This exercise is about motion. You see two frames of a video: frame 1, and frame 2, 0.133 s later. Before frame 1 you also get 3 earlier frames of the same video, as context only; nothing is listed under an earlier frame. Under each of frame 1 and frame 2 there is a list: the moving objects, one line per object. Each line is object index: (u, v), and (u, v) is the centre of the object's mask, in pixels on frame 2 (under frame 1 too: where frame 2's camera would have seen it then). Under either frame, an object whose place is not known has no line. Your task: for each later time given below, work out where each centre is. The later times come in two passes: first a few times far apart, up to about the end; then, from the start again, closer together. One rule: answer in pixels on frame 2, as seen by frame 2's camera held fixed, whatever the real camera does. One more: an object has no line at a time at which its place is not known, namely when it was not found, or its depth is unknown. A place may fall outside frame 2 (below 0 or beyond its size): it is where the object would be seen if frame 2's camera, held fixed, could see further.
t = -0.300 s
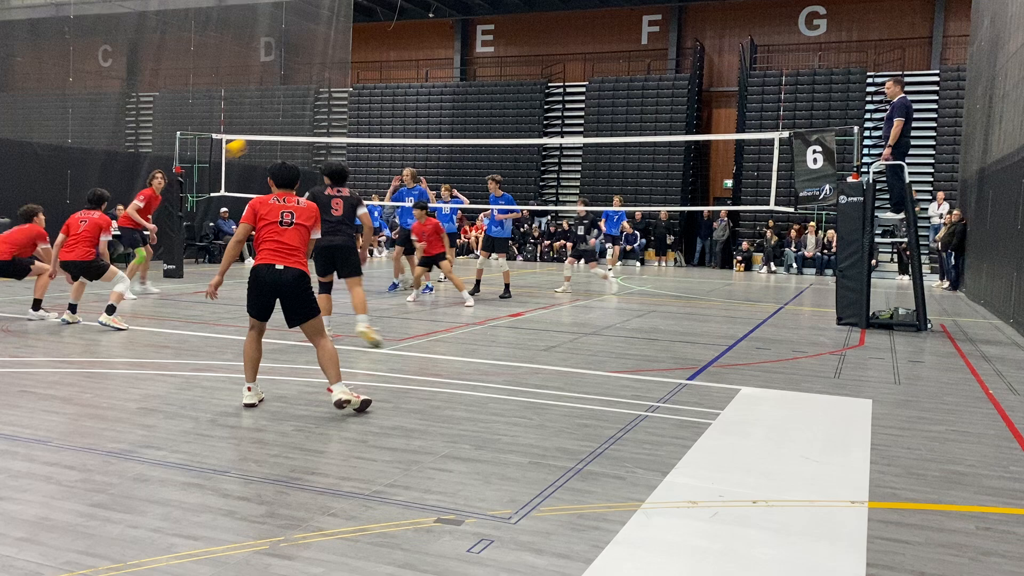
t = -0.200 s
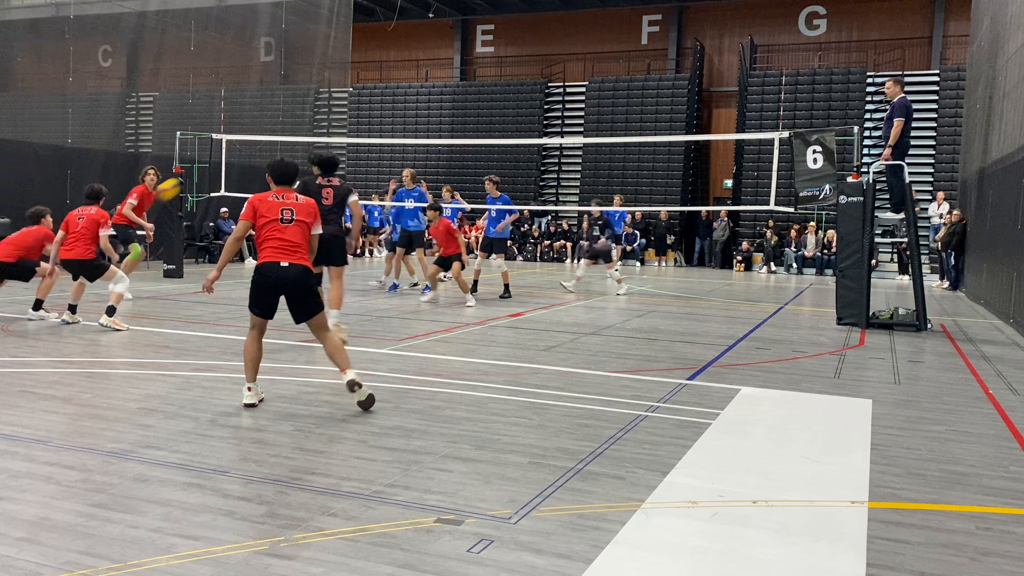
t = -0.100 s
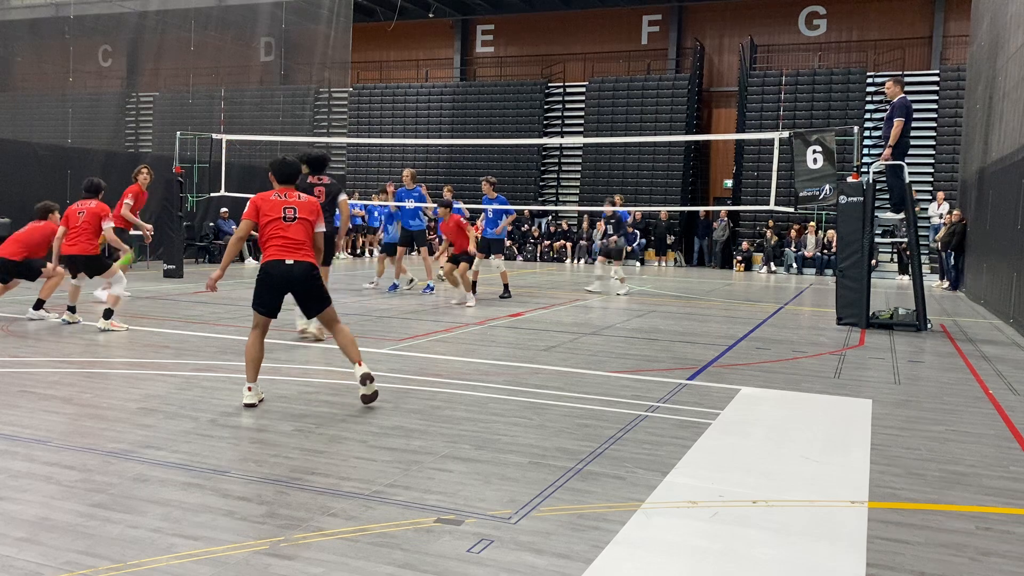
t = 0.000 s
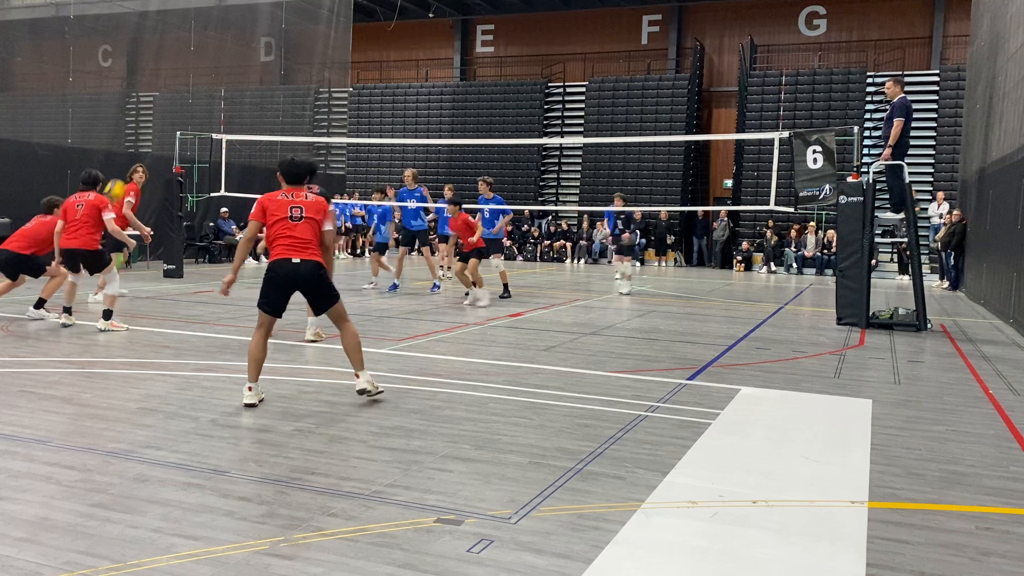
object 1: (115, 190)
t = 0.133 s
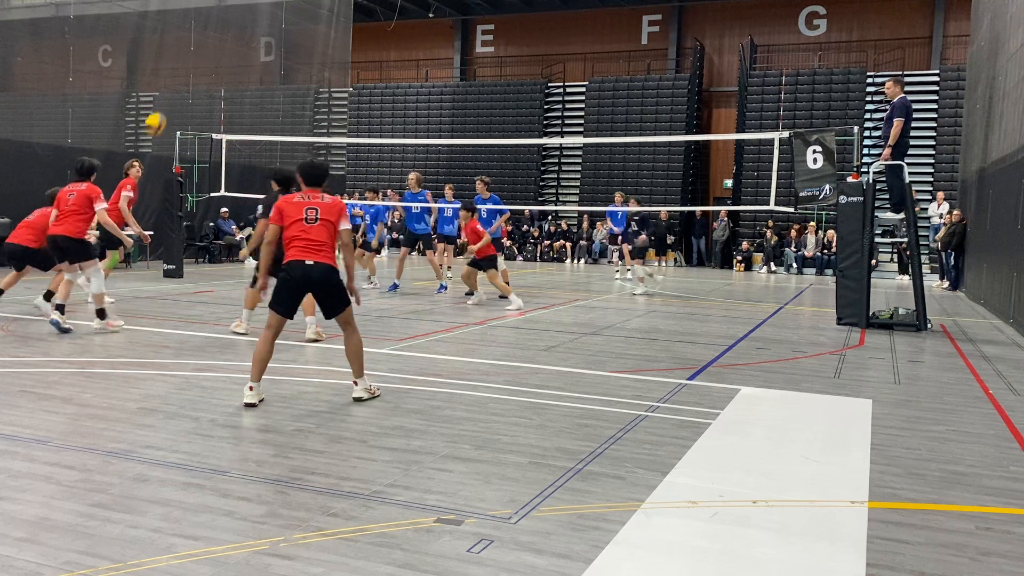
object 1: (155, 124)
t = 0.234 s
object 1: (183, 84)
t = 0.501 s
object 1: (256, 23)
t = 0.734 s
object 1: (314, 18)
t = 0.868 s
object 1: (344, 35)
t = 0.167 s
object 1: (165, 109)
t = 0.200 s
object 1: (174, 95)
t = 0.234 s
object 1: (183, 84)
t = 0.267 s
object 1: (193, 73)
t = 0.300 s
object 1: (202, 63)
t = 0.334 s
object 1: (212, 54)
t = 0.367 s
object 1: (221, 46)
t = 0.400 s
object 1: (229, 38)
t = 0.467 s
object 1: (247, 28)
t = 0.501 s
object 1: (256, 23)
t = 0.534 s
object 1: (264, 19)
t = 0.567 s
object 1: (273, 18)
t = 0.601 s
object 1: (281, 15)
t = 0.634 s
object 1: (289, 15)
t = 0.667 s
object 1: (297, 16)
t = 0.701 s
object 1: (305, 17)
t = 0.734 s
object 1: (314, 18)
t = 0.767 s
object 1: (321, 22)
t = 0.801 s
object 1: (328, 25)
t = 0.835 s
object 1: (337, 30)
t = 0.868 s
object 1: (344, 35)
